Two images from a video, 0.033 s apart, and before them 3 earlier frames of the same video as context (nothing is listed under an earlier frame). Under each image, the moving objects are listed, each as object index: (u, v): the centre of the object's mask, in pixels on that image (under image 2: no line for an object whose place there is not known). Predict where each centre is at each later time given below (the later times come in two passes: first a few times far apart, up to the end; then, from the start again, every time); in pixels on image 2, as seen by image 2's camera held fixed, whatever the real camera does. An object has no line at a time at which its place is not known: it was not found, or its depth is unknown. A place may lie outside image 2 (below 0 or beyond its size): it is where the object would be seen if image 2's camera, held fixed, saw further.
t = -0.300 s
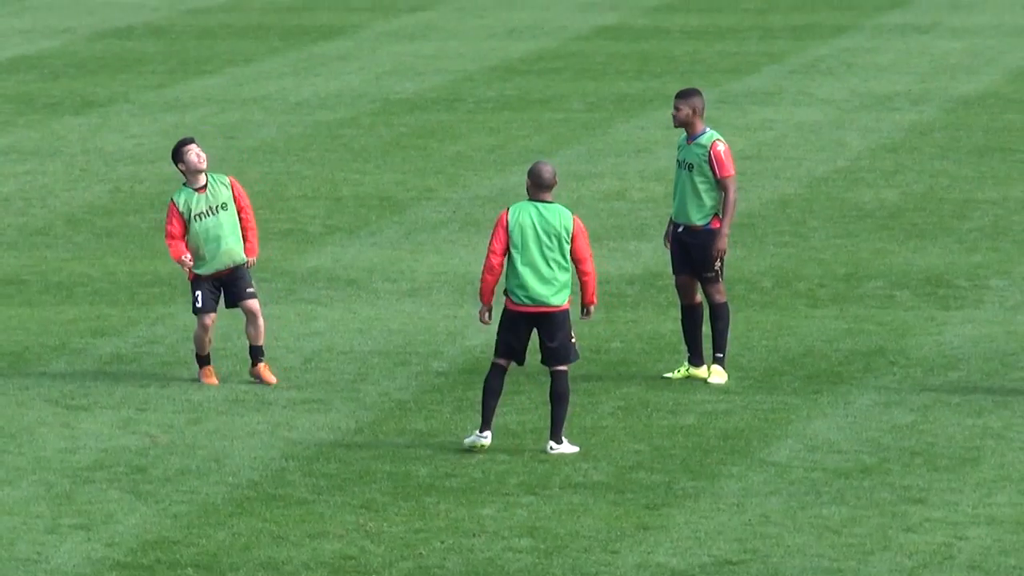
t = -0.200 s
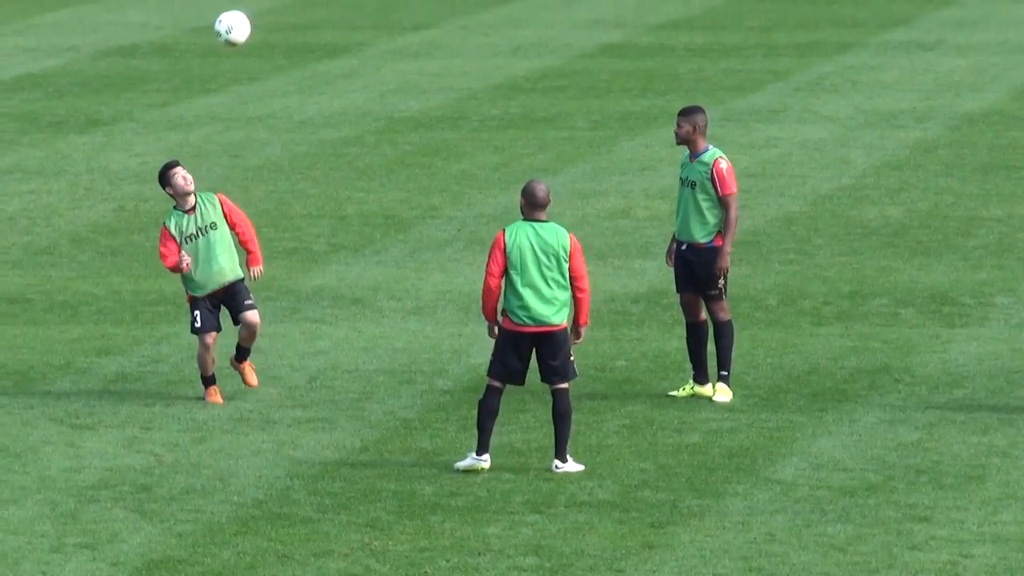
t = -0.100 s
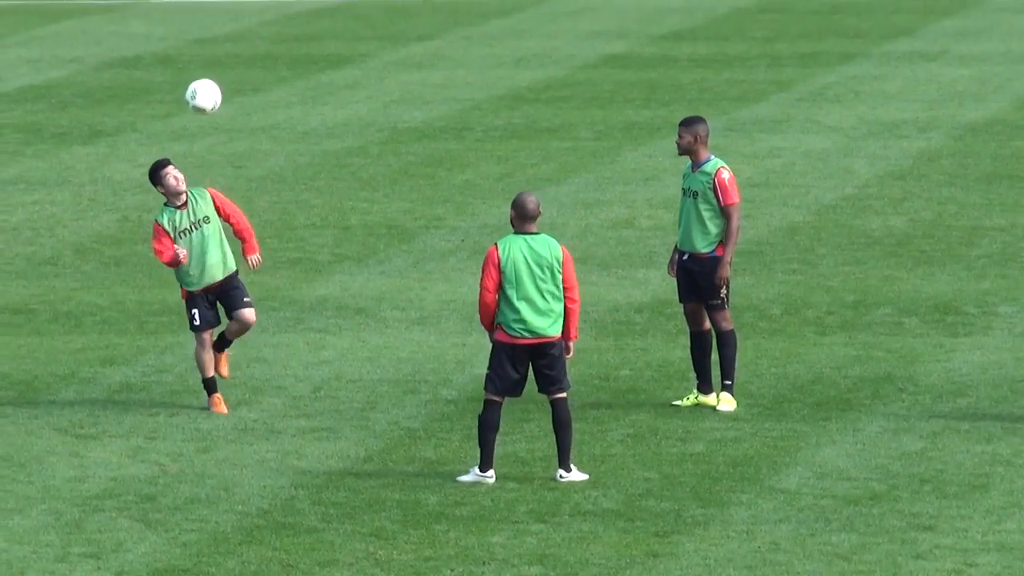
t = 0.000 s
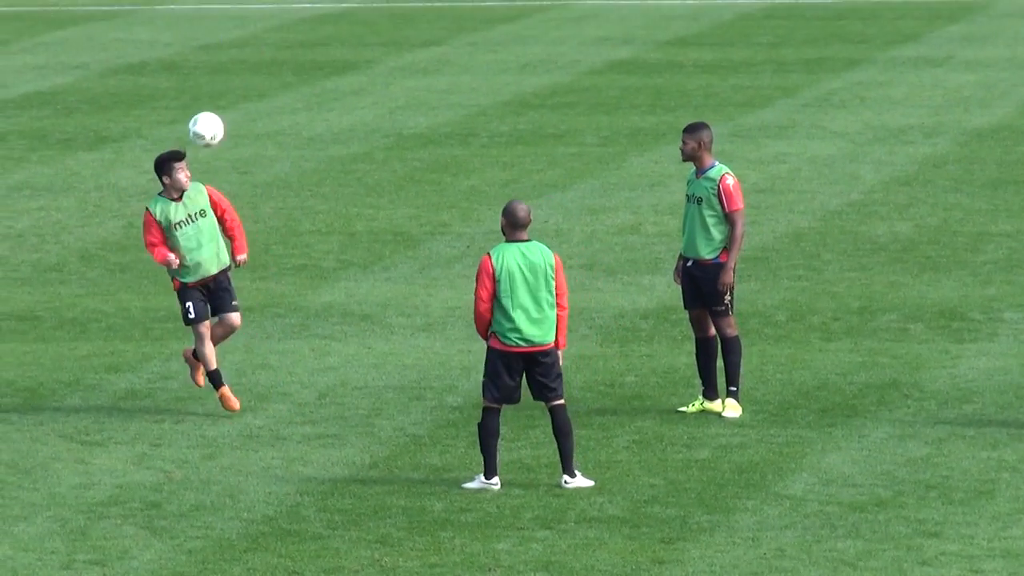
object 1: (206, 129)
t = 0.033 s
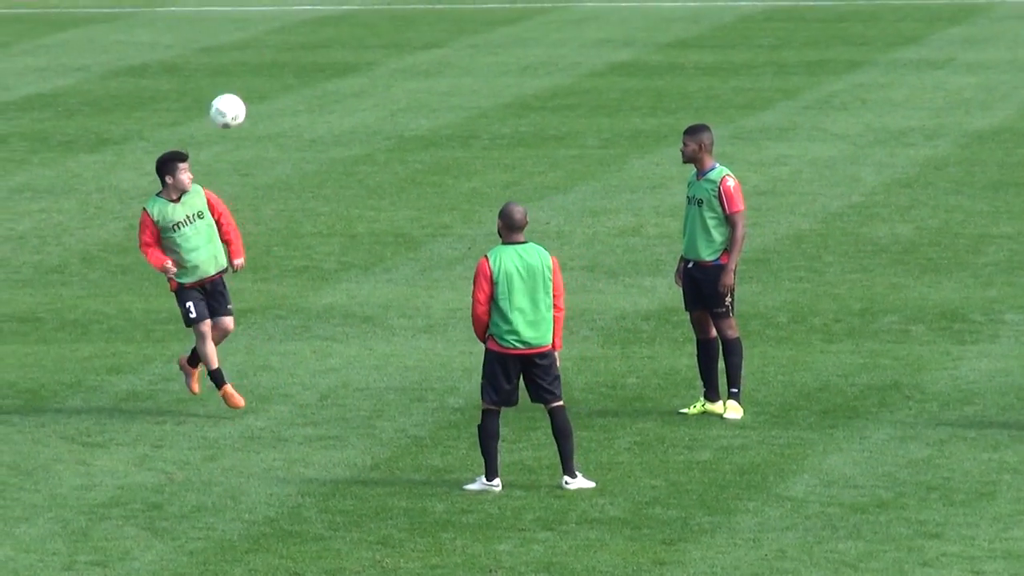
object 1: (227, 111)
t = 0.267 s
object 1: (369, 13)
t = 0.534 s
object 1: (531, 6)
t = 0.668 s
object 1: (612, 45)
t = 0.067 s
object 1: (247, 92)
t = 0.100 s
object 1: (268, 74)
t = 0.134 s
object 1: (288, 59)
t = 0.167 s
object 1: (308, 45)
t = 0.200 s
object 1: (328, 33)
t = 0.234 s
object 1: (348, 22)
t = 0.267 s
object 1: (369, 13)
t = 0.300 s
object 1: (390, 7)
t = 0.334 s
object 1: (410, 3)
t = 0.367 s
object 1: (430, 1)
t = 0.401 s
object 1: (450, 0)
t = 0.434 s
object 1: (471, 0)
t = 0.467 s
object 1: (491, 0)
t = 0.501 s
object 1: (511, 2)
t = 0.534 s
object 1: (531, 6)
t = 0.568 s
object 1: (552, 13)
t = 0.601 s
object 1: (572, 22)
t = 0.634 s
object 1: (592, 33)
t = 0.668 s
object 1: (612, 45)
